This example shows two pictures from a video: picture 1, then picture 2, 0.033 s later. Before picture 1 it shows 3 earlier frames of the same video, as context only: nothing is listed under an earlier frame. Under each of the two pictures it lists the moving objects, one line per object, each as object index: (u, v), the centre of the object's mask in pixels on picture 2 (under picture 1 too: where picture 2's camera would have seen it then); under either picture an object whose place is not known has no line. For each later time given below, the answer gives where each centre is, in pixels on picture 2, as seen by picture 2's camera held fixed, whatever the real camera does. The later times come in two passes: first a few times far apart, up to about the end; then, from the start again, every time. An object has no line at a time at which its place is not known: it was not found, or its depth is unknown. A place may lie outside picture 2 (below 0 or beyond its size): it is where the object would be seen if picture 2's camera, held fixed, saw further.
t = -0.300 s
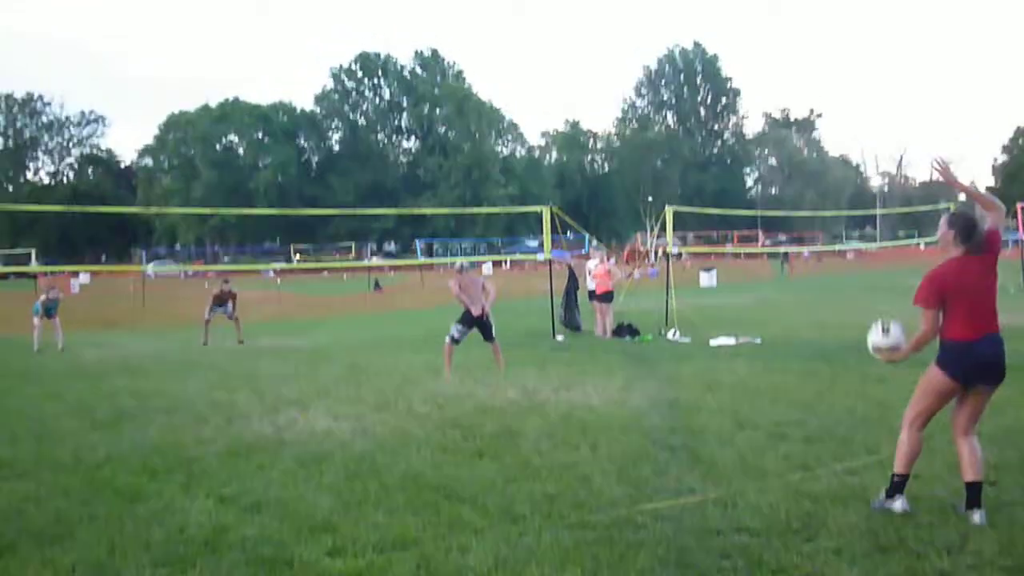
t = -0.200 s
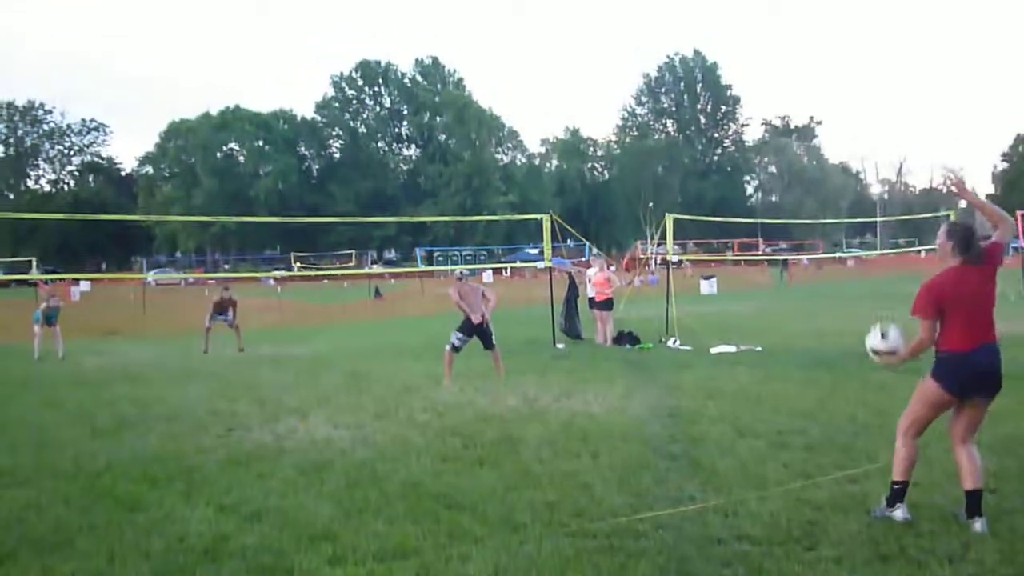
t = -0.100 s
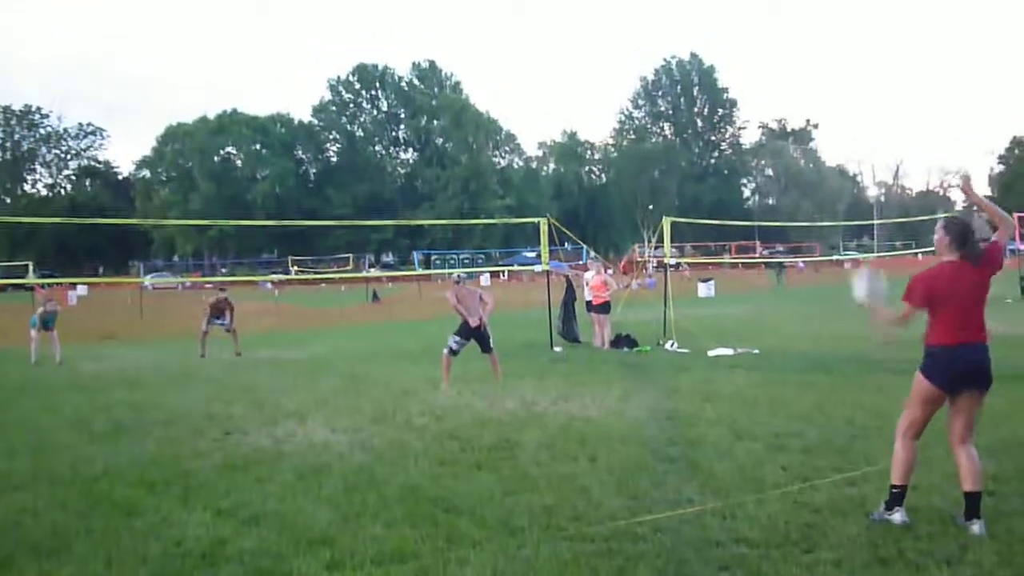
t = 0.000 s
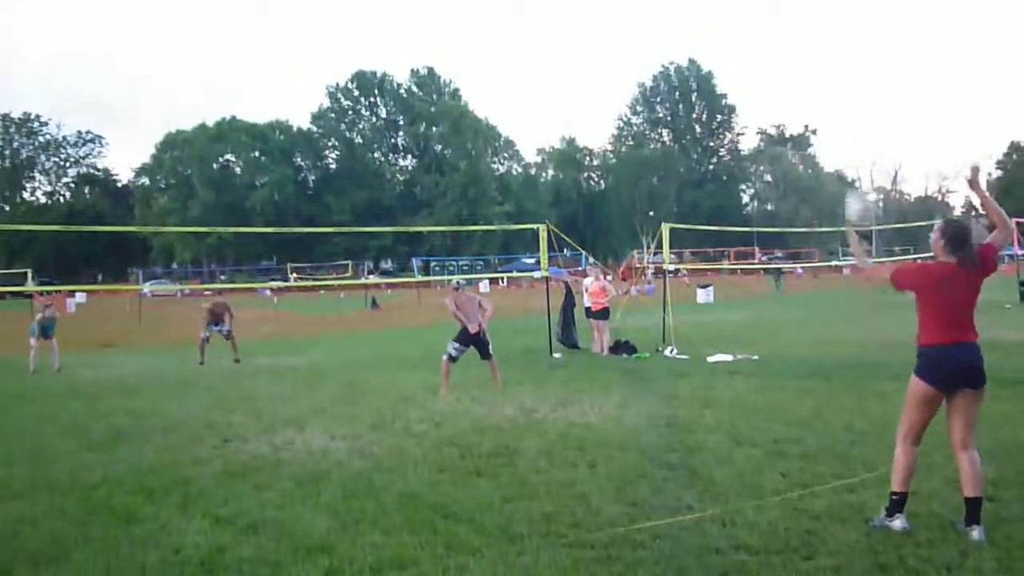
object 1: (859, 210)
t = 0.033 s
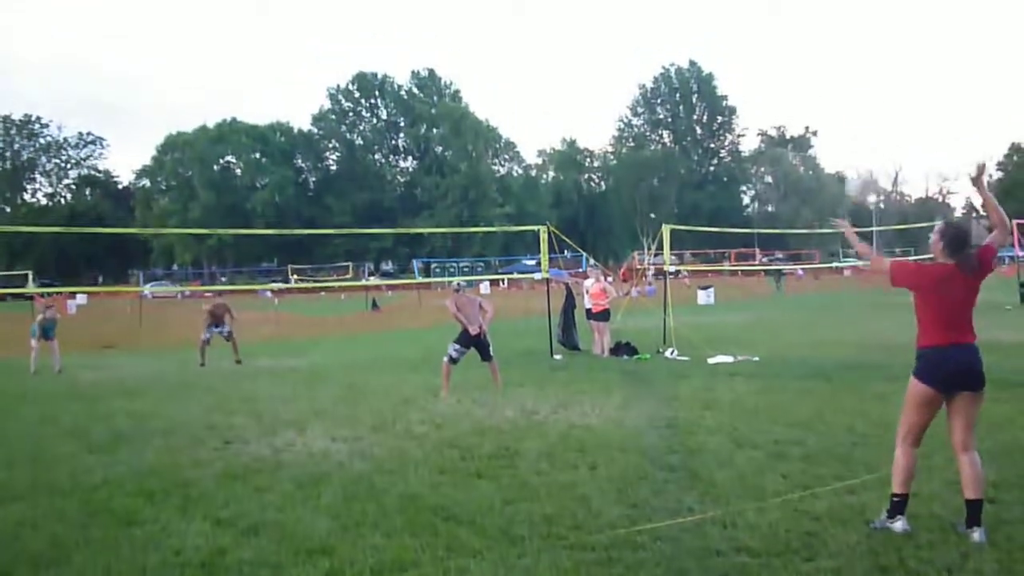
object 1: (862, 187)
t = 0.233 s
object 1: (857, 70)
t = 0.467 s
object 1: (849, 18)
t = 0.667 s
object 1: (846, 41)
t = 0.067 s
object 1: (863, 162)
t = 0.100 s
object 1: (861, 140)
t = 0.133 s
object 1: (860, 120)
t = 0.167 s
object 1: (859, 101)
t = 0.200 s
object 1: (858, 85)
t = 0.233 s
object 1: (857, 70)
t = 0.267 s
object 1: (856, 57)
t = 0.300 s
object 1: (855, 46)
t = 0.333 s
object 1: (854, 36)
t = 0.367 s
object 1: (852, 29)
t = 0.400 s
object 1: (851, 23)
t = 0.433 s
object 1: (850, 20)
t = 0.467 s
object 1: (849, 18)
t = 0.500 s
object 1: (849, 17)
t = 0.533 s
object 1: (848, 18)
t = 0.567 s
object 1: (847, 21)
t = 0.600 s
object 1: (847, 26)
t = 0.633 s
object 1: (846, 32)
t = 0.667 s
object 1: (846, 41)
